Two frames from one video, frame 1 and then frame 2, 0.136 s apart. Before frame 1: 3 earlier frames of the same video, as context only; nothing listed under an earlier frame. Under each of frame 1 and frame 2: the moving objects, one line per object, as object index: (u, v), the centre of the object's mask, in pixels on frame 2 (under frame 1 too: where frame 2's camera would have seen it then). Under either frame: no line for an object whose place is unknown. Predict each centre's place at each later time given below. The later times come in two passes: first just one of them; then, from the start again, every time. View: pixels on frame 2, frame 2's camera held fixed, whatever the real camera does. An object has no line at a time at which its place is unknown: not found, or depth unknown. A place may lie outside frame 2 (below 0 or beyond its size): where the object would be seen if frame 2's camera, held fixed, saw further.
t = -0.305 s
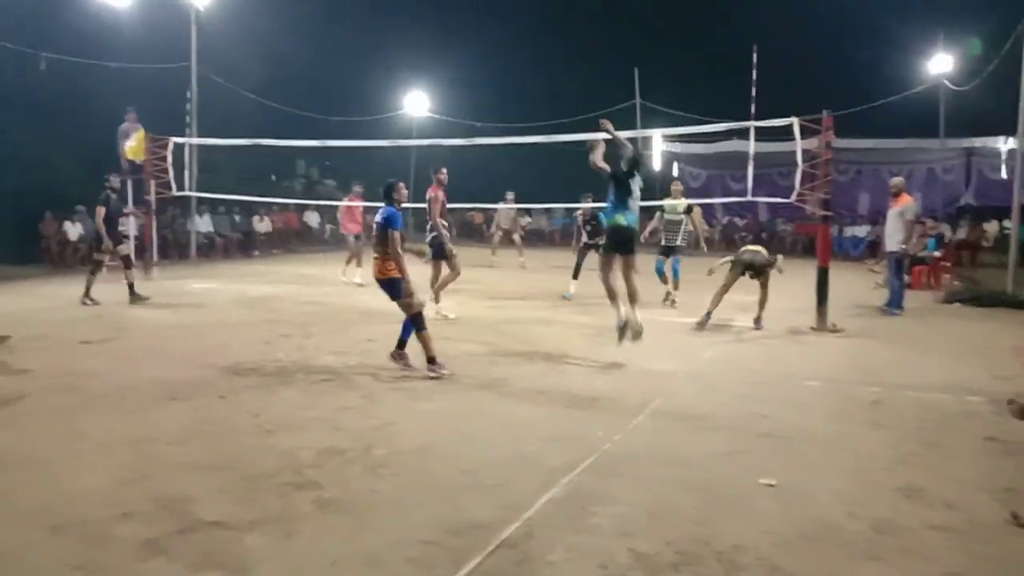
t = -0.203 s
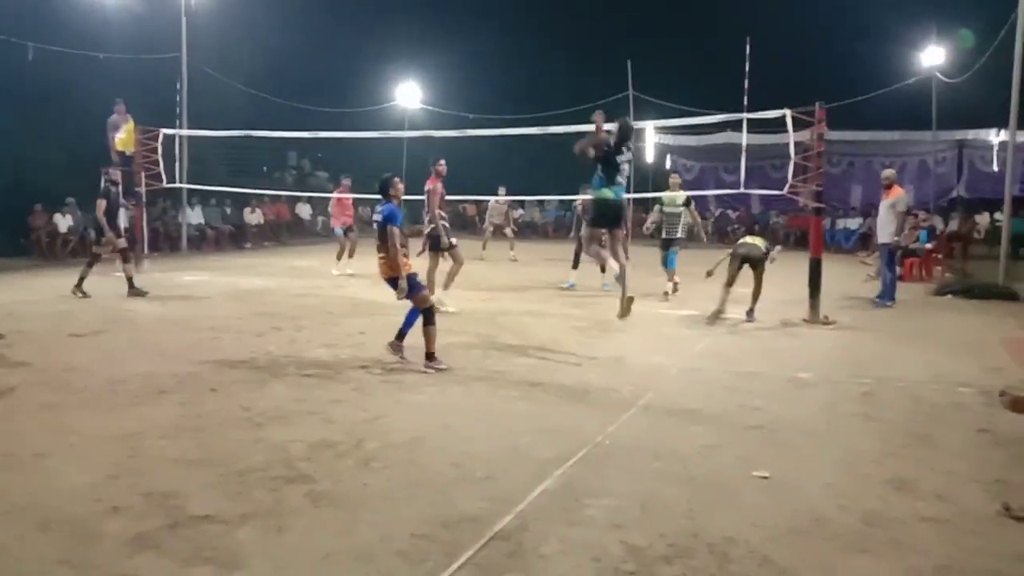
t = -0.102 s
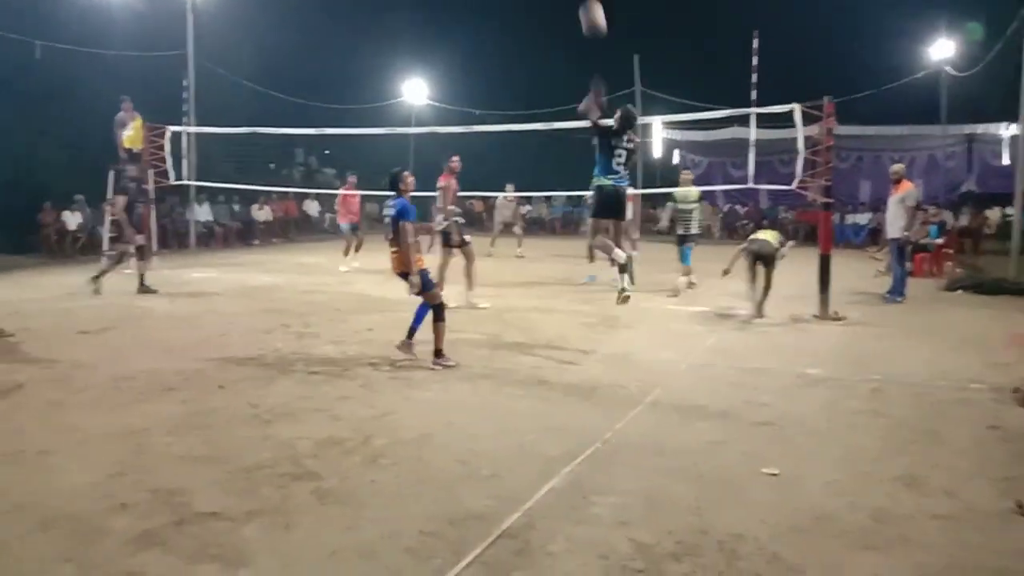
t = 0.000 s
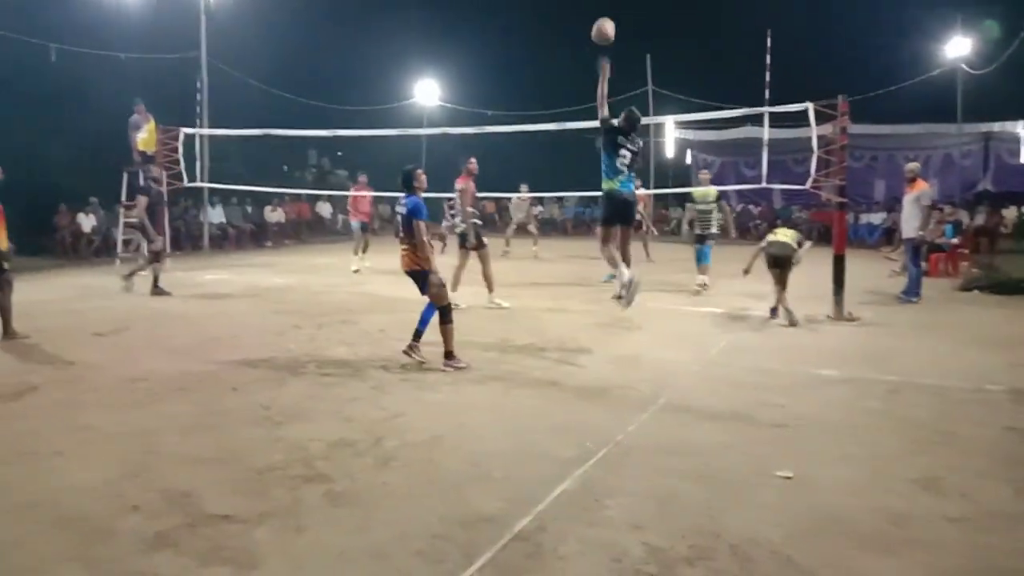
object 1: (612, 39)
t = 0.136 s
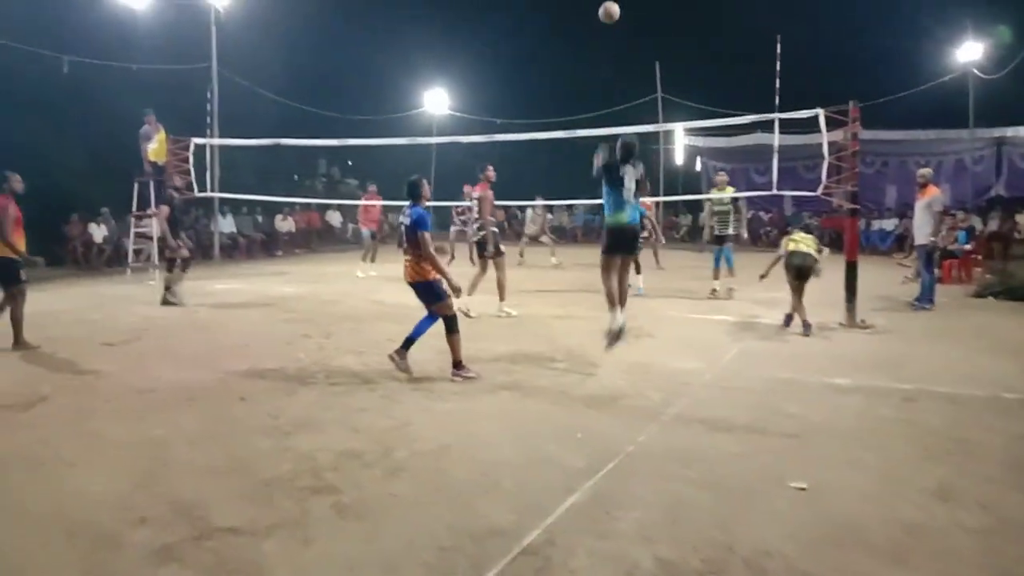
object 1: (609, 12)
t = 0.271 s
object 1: (607, 7)
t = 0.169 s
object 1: (608, 9)
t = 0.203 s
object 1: (608, 7)
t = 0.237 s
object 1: (607, 6)
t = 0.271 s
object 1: (607, 7)
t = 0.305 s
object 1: (607, 8)
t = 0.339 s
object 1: (606, 10)
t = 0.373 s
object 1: (606, 14)
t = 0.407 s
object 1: (605, 18)
